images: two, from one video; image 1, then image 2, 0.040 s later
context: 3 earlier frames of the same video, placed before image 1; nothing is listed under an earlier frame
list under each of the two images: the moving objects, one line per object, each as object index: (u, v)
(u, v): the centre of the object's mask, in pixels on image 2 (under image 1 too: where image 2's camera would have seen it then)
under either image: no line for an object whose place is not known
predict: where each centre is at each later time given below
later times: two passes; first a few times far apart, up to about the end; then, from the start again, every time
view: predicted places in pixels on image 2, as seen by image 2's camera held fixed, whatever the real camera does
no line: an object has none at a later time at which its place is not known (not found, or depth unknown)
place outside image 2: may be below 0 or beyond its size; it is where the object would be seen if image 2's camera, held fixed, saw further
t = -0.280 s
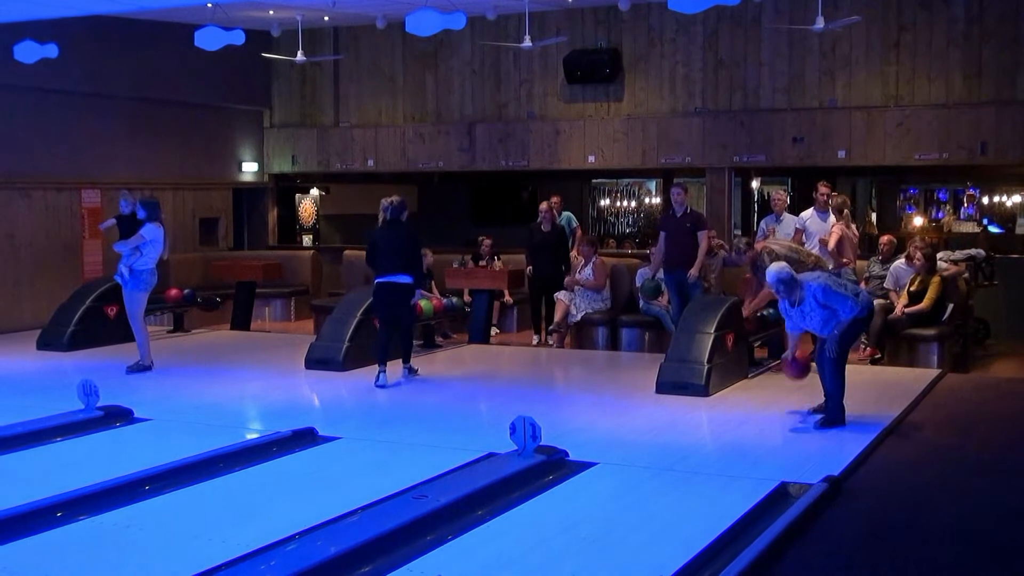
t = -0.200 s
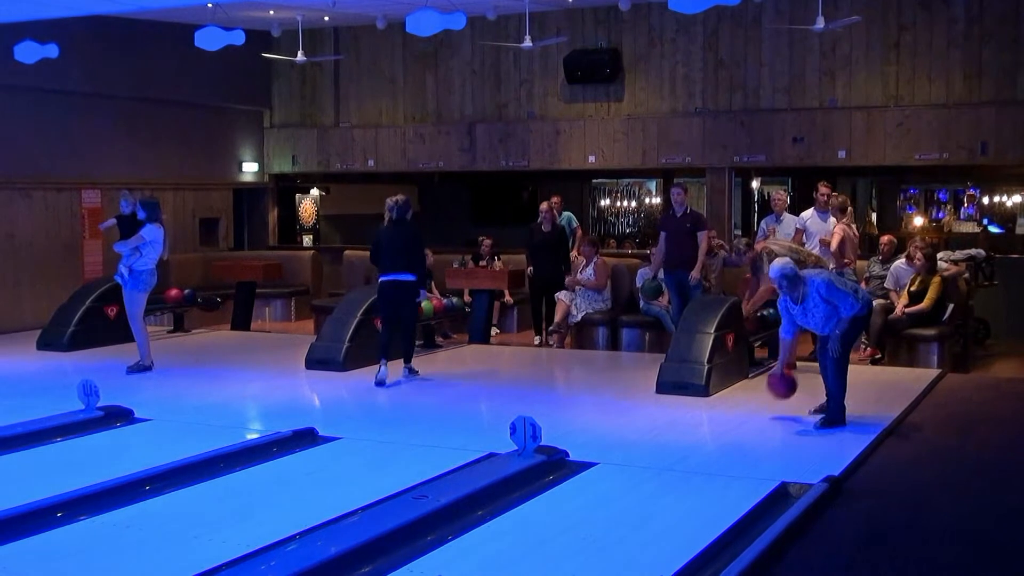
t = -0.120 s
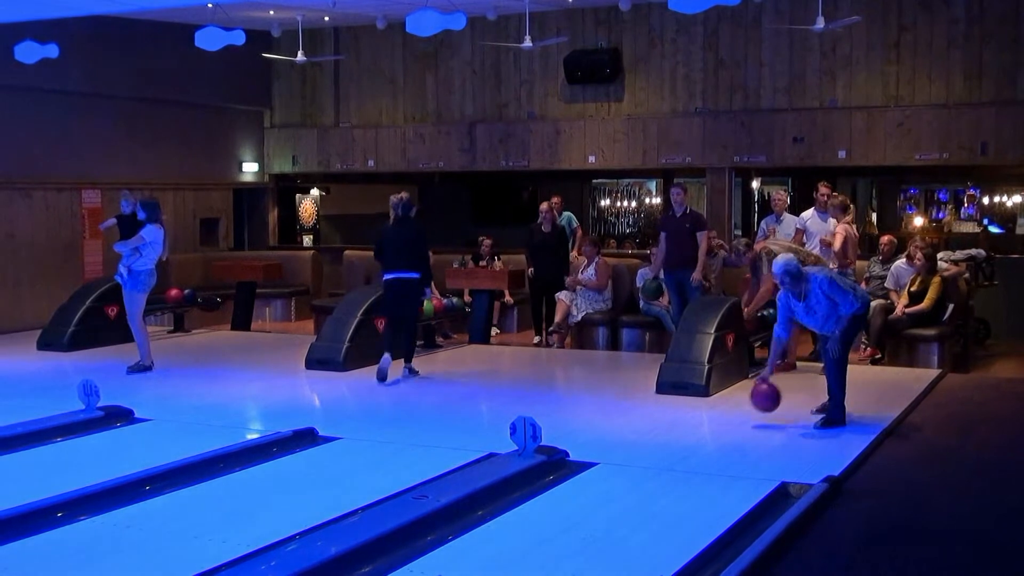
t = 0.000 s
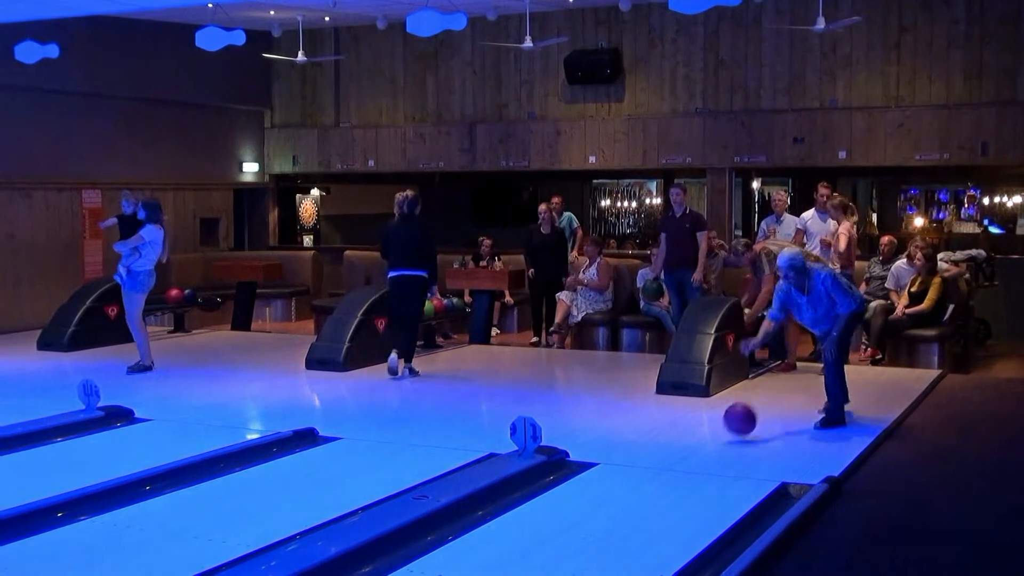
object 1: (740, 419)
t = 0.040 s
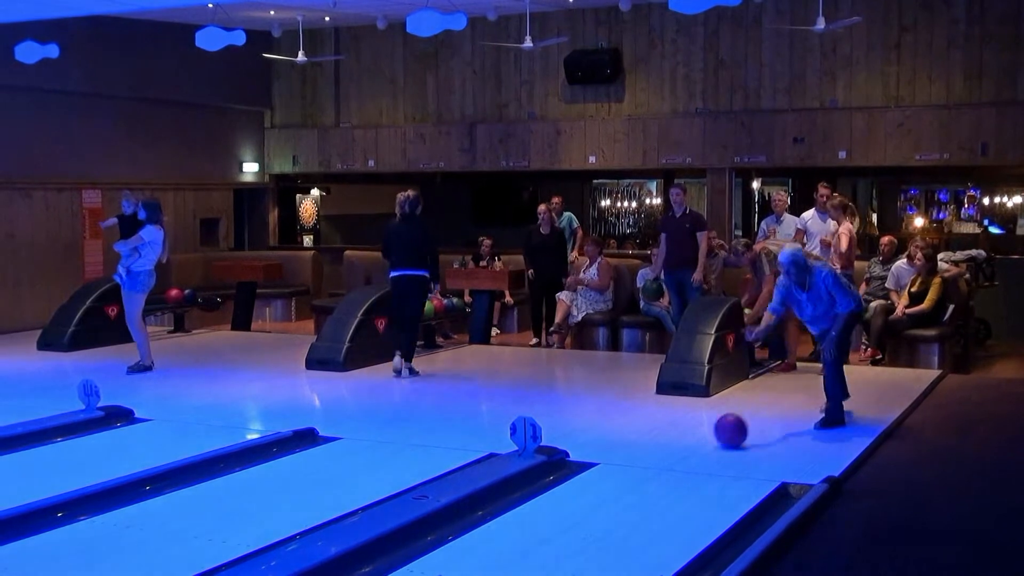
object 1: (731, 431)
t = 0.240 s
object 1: (680, 460)
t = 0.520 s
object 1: (586, 515)
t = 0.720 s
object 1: (496, 559)
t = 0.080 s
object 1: (721, 436)
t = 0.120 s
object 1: (711, 442)
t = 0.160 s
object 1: (701, 448)
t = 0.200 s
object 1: (691, 454)
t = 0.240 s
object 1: (680, 460)
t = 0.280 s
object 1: (668, 467)
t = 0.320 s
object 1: (656, 474)
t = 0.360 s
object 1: (643, 482)
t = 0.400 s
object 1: (630, 490)
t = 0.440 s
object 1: (616, 498)
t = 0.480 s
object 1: (601, 506)
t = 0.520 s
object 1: (586, 515)
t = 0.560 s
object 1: (570, 524)
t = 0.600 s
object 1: (553, 534)
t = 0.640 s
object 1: (535, 544)
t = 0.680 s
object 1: (516, 553)
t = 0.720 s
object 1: (496, 559)
